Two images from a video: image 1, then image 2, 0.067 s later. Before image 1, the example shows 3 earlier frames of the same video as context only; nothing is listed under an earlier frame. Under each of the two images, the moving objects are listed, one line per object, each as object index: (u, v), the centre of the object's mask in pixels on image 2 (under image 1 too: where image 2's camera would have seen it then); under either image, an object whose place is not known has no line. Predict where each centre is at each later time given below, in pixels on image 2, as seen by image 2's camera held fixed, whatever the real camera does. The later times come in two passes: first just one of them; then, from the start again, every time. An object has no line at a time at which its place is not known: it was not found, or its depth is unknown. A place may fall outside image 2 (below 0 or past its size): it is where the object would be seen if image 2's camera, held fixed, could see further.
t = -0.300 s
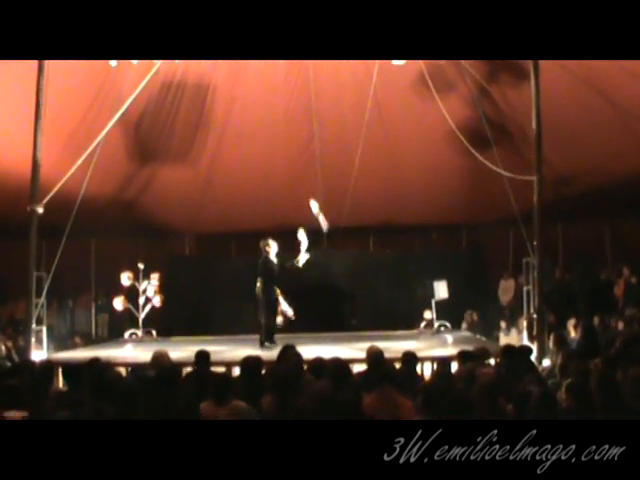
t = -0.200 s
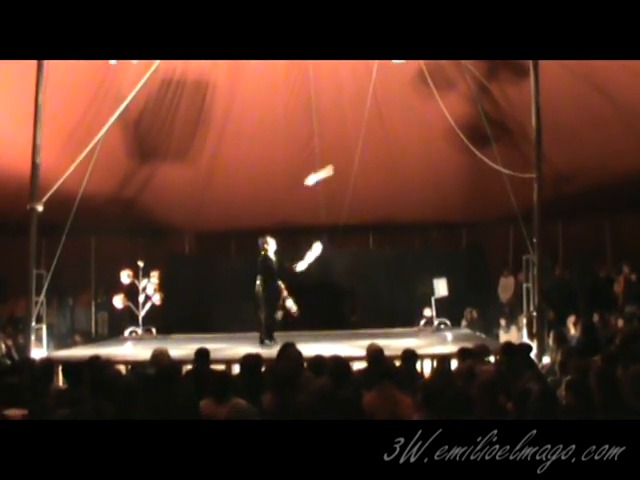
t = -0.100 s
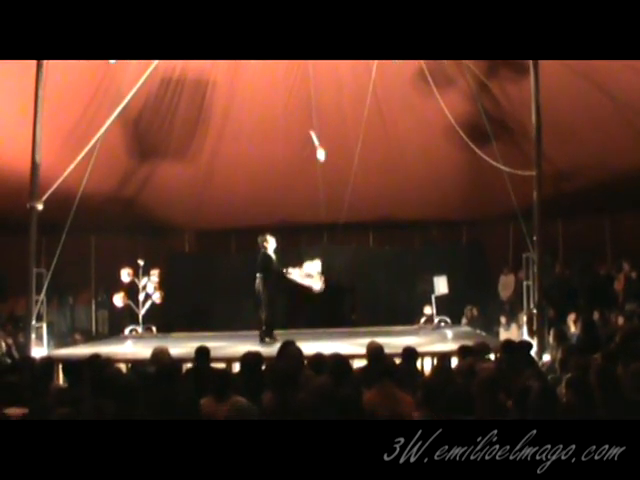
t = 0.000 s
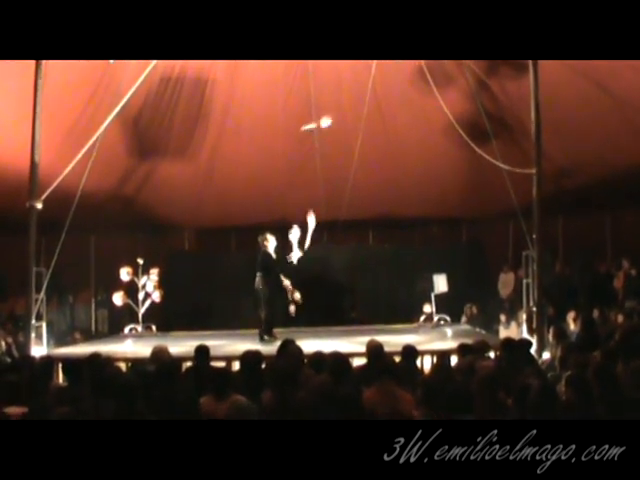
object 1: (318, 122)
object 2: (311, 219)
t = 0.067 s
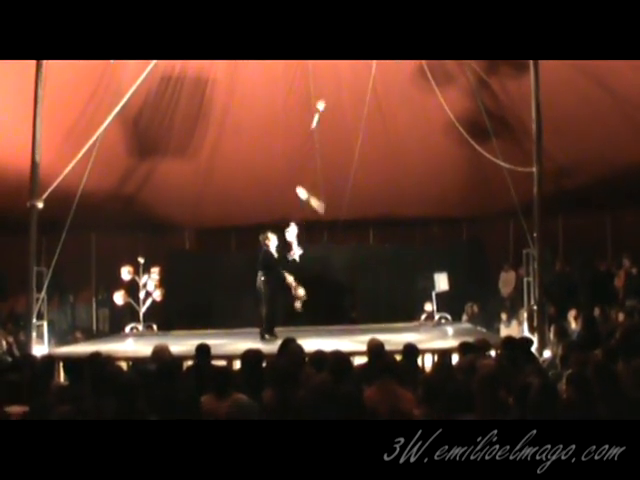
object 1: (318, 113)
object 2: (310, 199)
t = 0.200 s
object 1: (318, 101)
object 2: (306, 151)
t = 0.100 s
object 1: (318, 109)
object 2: (309, 186)
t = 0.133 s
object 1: (318, 106)
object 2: (308, 173)
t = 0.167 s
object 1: (318, 103)
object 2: (307, 161)
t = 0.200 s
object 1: (318, 101)
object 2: (306, 151)
